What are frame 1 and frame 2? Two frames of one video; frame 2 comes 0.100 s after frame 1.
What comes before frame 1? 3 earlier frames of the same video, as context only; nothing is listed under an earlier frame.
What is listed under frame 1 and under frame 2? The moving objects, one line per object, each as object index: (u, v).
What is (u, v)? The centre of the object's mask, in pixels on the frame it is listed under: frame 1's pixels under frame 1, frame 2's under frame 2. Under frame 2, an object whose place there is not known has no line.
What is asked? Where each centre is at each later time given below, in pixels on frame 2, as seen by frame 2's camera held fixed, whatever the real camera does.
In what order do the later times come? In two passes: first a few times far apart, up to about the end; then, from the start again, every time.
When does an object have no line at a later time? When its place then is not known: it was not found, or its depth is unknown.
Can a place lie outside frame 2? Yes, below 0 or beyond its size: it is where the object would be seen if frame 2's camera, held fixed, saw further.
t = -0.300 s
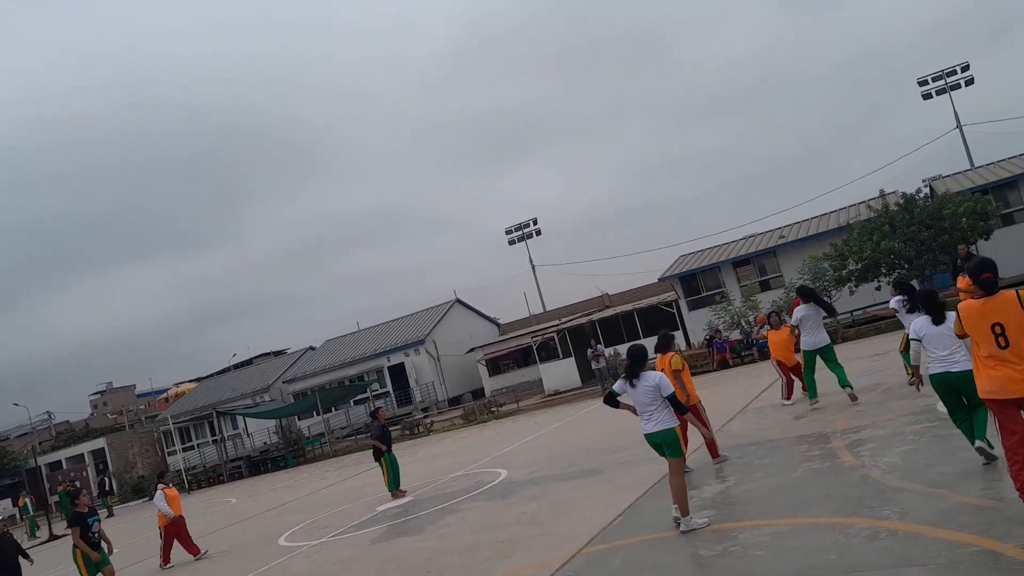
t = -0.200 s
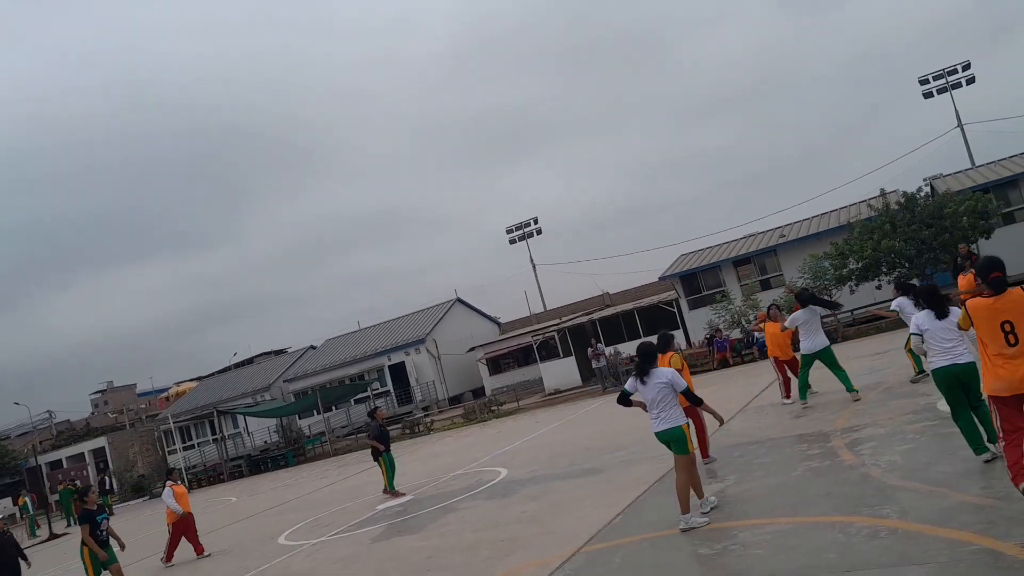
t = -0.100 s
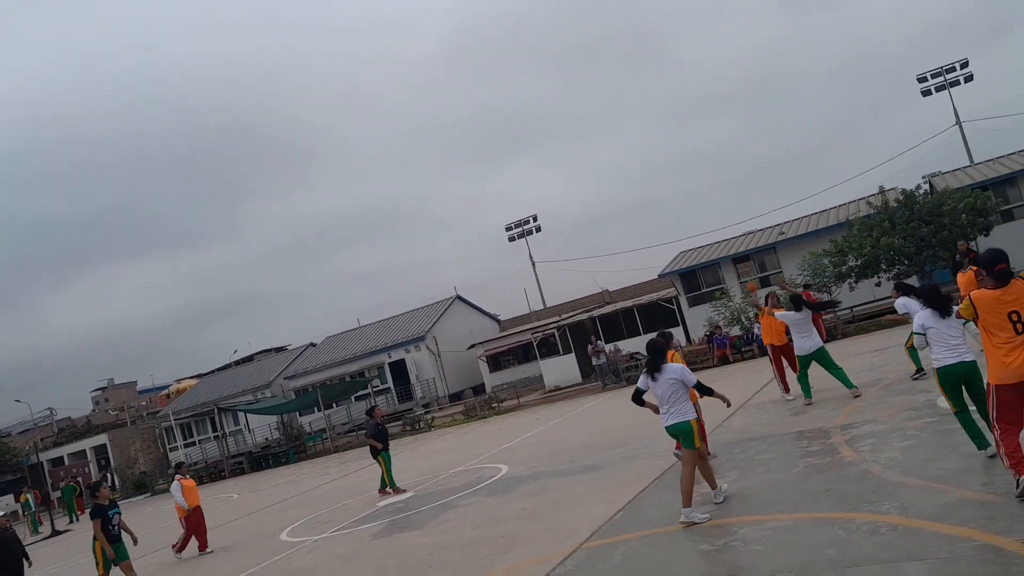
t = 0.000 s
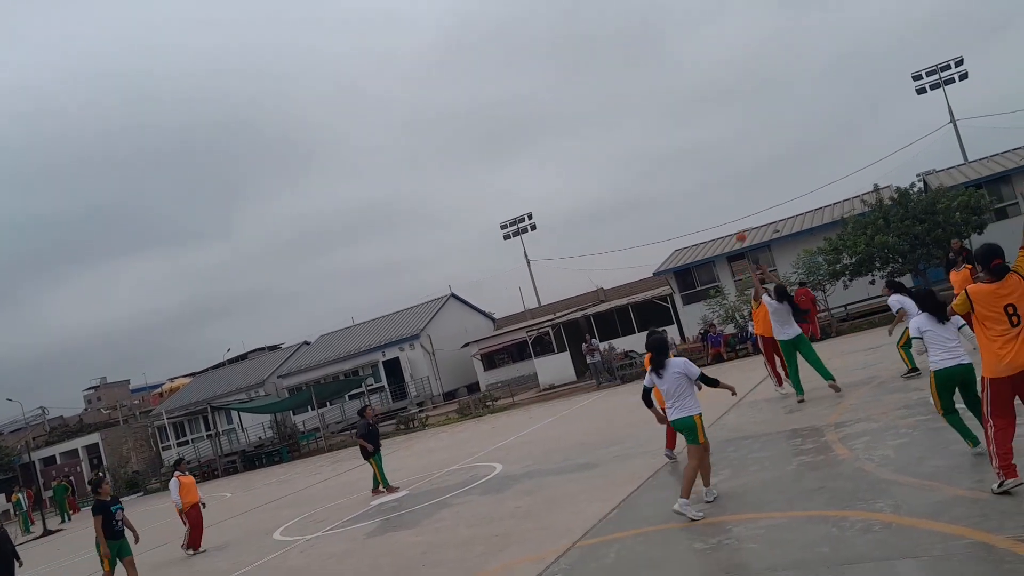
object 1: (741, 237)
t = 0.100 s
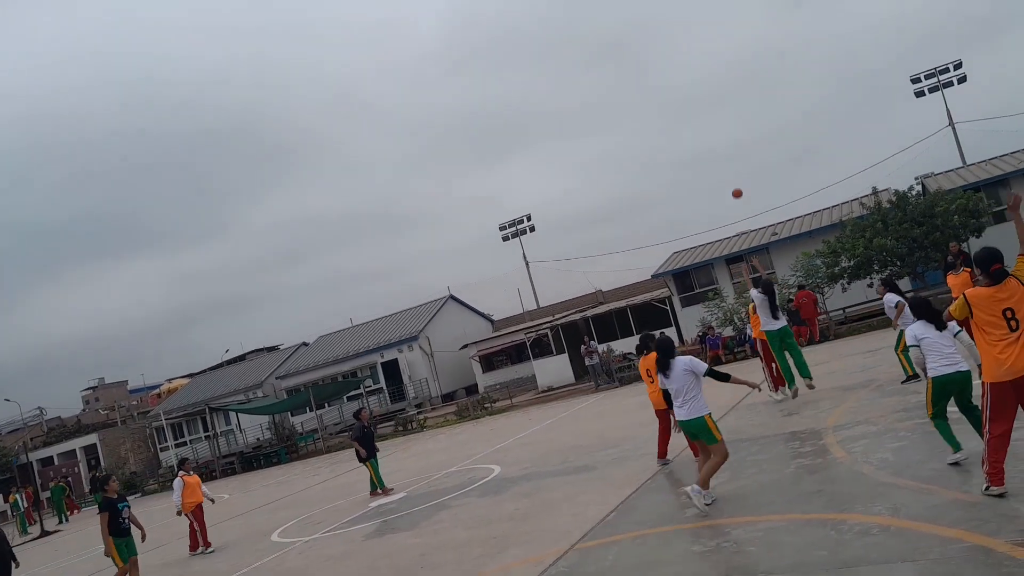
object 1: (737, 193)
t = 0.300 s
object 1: (739, 110)
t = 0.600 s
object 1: (762, 13)
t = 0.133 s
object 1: (737, 179)
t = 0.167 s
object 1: (737, 164)
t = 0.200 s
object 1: (737, 150)
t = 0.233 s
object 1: (738, 136)
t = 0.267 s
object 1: (739, 123)
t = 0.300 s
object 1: (739, 110)
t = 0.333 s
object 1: (741, 97)
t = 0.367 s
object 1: (743, 84)
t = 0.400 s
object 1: (744, 72)
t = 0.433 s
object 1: (746, 61)
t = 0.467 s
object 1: (750, 50)
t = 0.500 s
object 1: (753, 39)
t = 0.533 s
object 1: (755, 29)
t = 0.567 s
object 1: (758, 20)
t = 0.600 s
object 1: (762, 13)
